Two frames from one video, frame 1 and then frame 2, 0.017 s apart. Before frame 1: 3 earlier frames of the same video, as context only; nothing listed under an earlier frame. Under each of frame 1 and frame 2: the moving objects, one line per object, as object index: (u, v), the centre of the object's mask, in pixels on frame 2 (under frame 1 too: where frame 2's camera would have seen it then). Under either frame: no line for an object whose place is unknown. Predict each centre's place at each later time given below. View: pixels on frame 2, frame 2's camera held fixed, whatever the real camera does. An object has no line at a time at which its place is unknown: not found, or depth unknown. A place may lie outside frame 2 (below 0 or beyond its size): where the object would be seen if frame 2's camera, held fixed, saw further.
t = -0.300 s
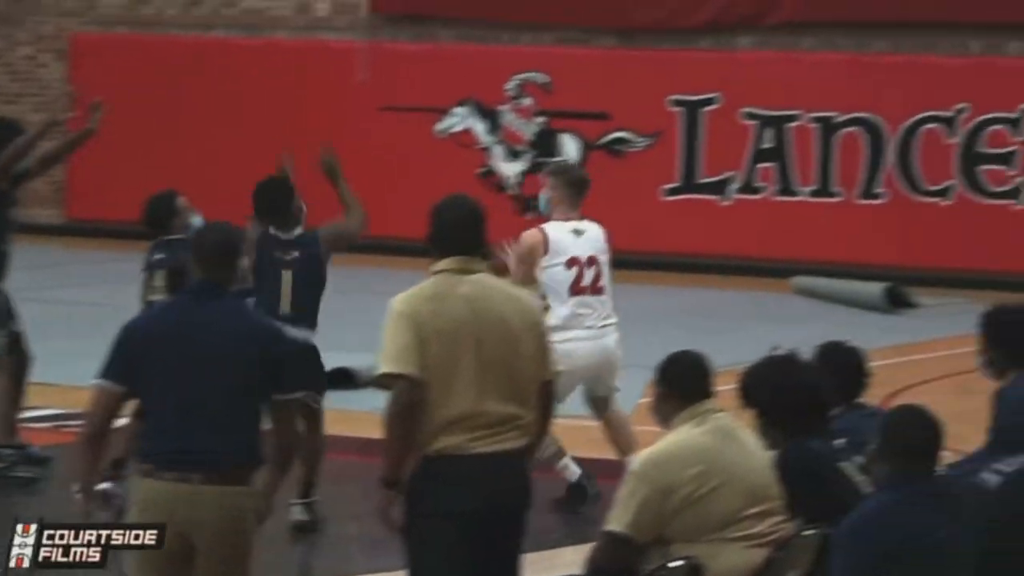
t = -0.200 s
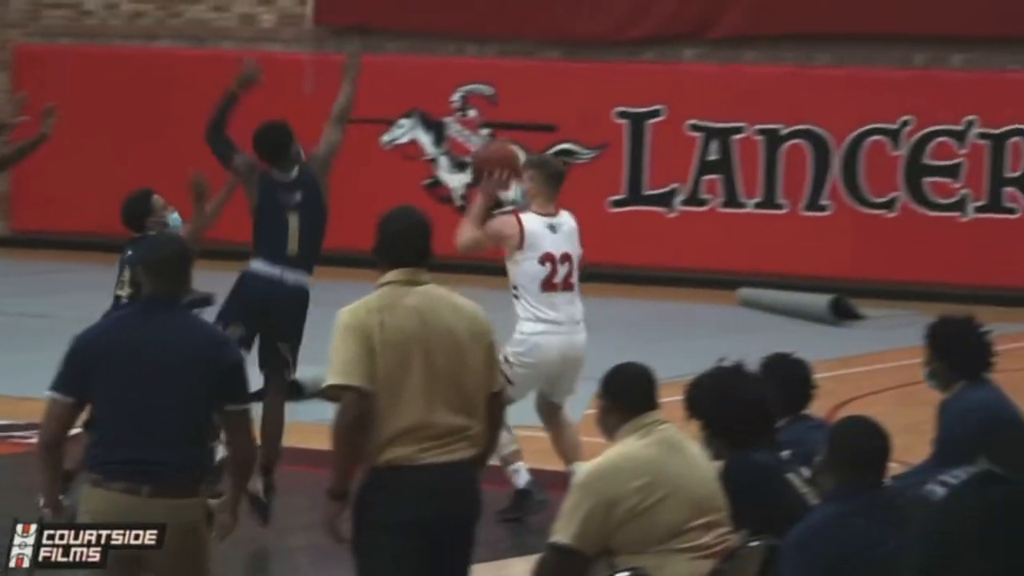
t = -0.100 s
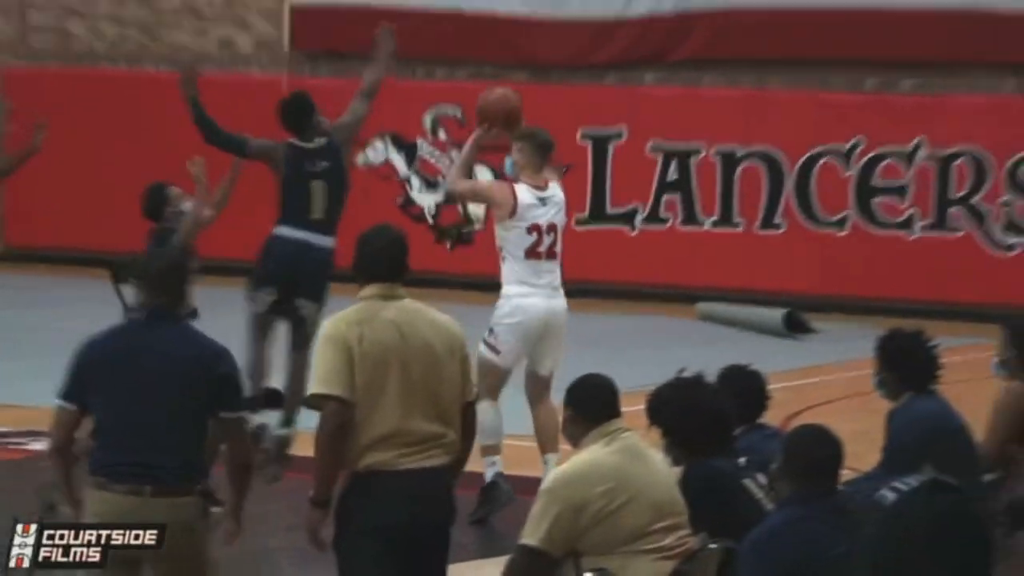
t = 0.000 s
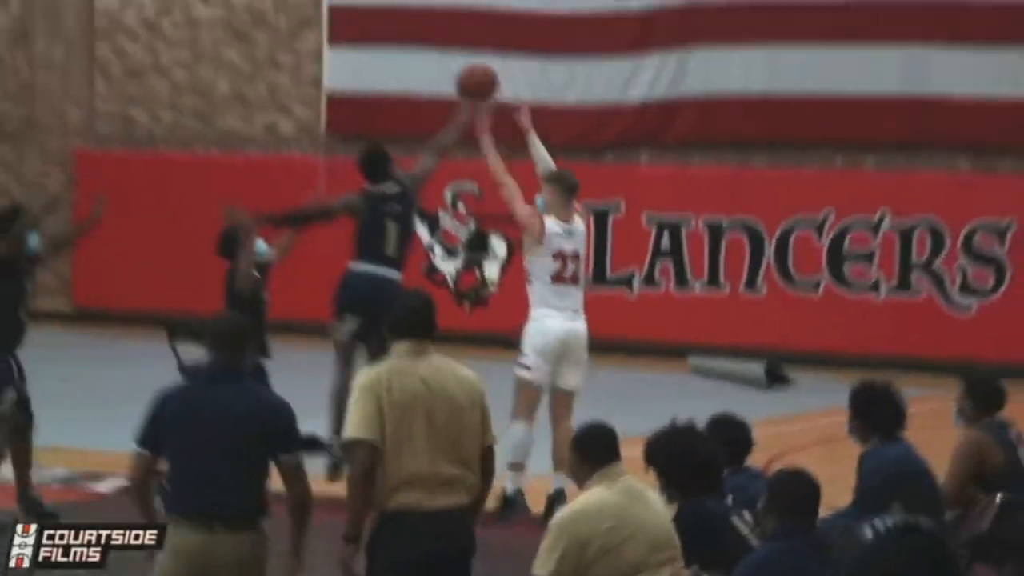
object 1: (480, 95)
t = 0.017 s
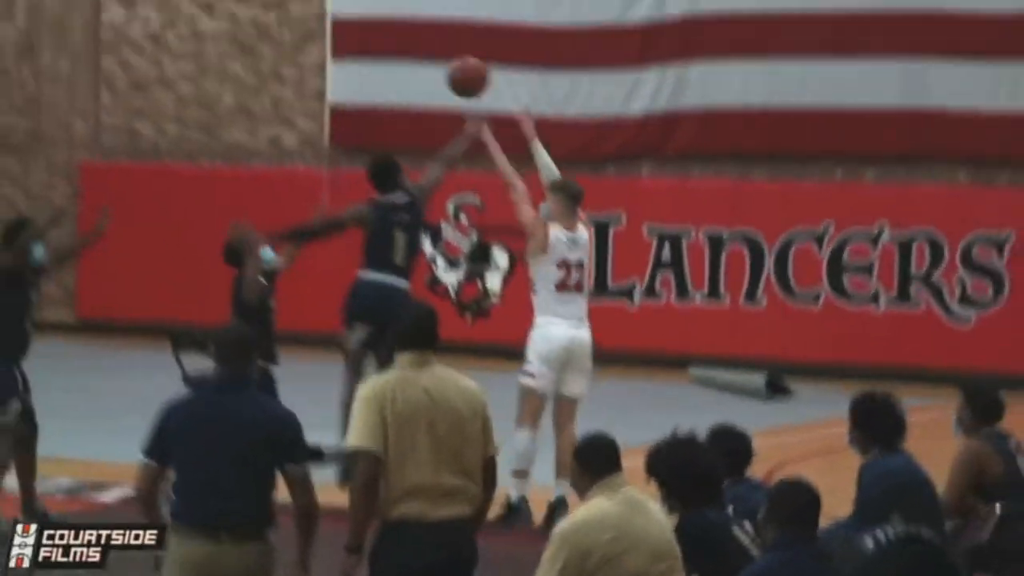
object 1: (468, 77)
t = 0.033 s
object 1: (455, 58)
